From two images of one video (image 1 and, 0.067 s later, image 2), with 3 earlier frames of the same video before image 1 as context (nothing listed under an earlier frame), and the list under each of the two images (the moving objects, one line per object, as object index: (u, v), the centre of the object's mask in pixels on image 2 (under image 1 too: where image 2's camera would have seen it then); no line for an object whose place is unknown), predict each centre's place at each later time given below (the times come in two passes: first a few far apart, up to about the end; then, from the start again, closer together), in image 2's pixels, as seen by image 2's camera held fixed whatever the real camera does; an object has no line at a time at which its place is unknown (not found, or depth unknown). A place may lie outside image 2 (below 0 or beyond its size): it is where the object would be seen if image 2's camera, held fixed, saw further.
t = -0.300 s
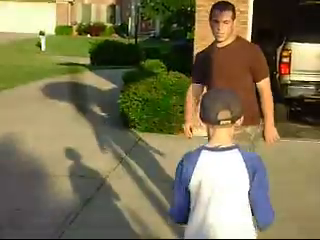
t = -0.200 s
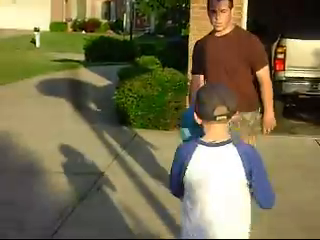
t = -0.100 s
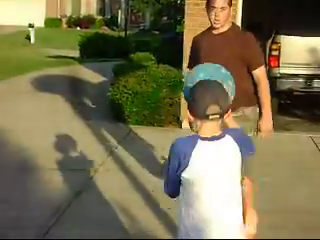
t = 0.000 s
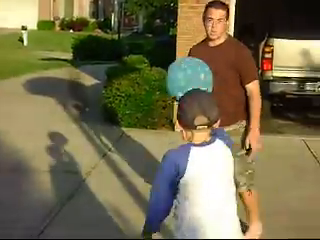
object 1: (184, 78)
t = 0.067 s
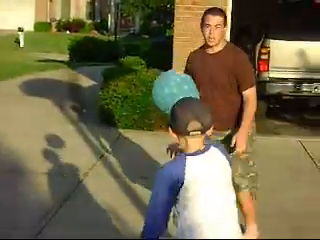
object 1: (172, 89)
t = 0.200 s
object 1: (152, 133)
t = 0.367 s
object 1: (131, 212)
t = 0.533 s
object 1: (121, 188)
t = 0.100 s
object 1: (166, 97)
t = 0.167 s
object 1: (156, 119)
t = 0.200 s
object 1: (152, 133)
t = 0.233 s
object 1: (150, 147)
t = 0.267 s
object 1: (145, 161)
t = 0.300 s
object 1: (141, 177)
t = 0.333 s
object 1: (135, 193)
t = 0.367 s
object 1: (131, 212)
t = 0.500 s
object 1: (123, 207)
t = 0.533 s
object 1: (121, 188)
